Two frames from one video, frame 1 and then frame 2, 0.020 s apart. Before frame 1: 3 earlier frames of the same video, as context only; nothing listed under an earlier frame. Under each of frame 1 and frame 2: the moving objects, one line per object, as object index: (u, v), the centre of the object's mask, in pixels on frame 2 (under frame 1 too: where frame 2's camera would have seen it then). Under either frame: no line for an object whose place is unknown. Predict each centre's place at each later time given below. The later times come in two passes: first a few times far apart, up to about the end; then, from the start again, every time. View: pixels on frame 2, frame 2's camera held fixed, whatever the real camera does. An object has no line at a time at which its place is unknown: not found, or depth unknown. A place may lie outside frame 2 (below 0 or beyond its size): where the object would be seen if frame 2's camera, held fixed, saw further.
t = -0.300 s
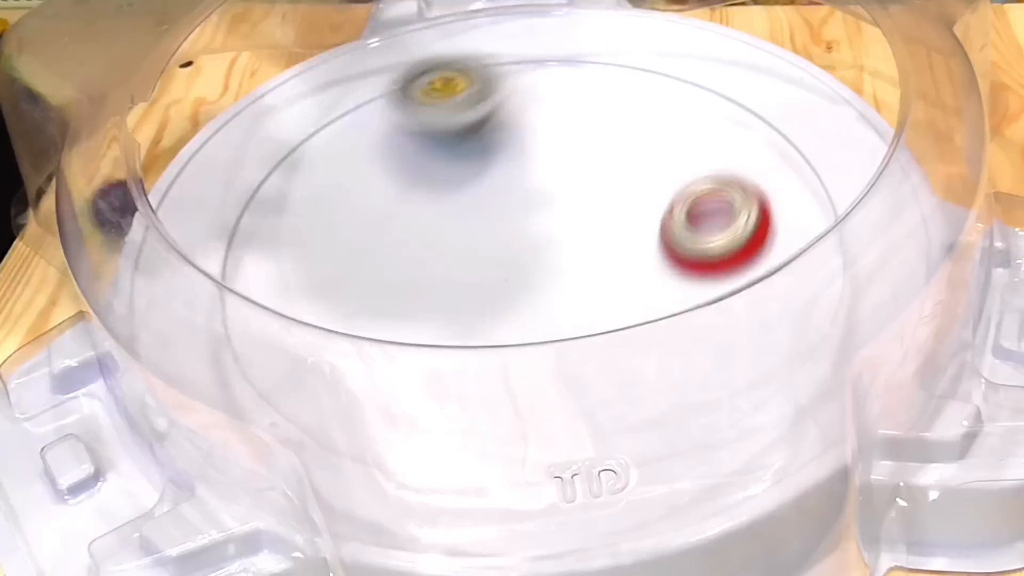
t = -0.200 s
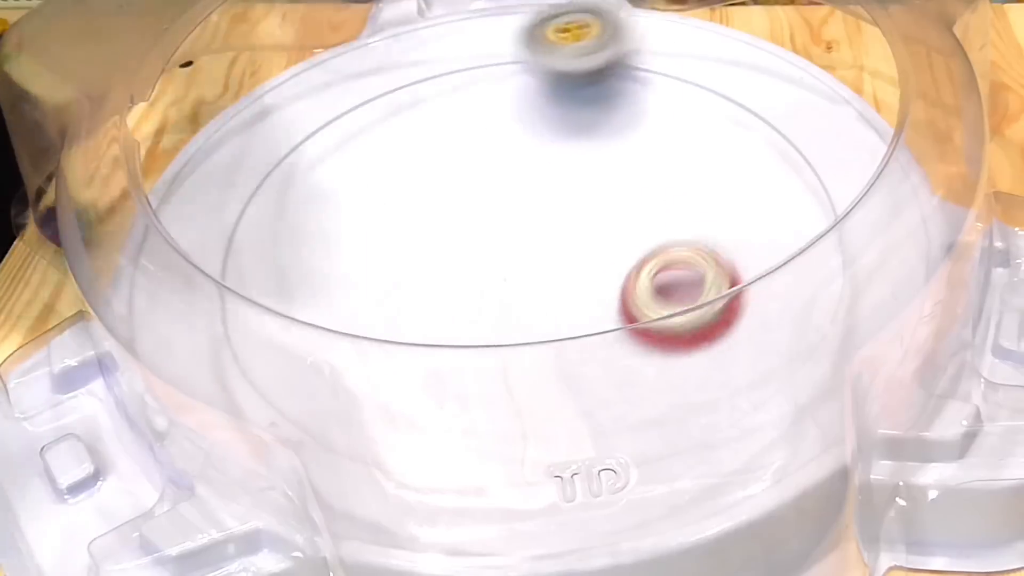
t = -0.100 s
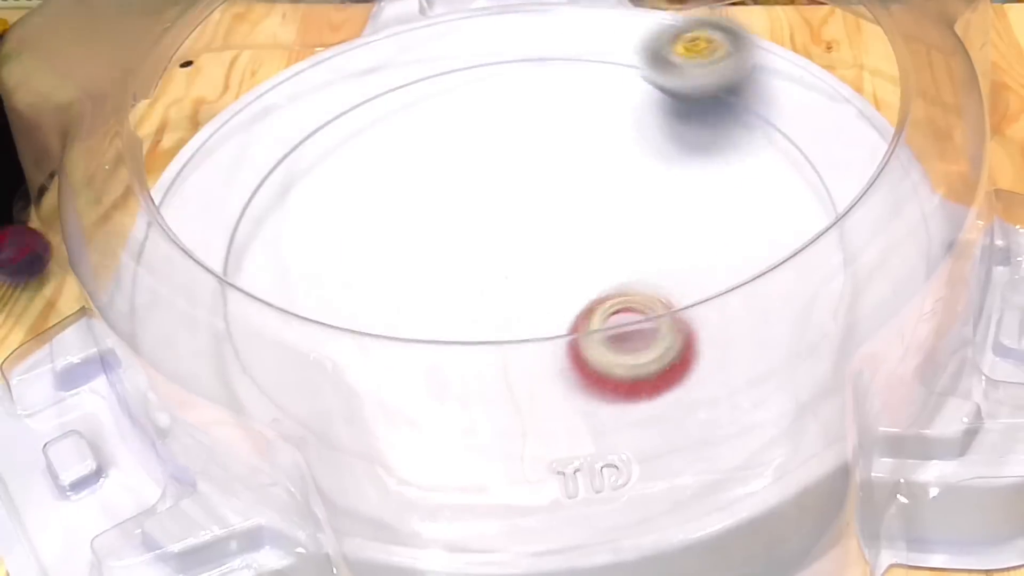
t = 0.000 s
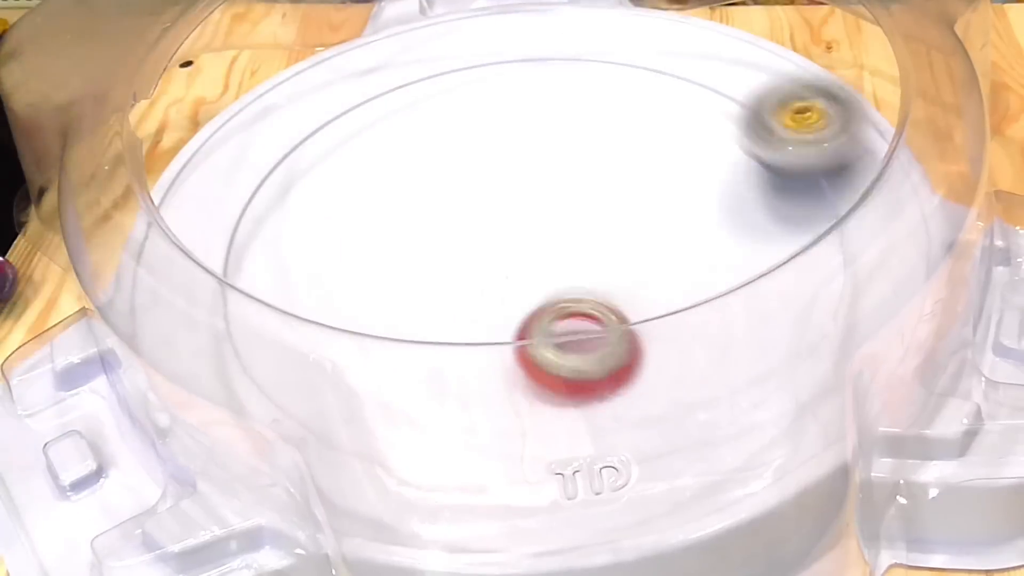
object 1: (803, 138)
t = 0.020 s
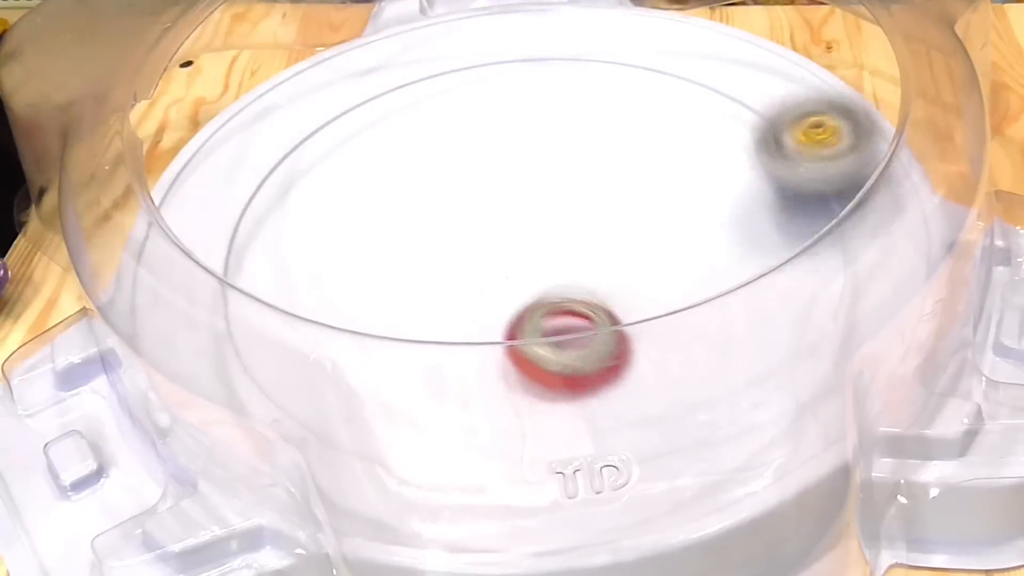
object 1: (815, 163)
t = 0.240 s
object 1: (612, 397)
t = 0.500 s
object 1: (266, 222)
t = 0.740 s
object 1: (495, 55)
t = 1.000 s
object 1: (795, 168)
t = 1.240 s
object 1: (587, 427)
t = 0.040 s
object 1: (817, 174)
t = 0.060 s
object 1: (827, 203)
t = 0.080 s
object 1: (831, 243)
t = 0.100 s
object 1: (826, 269)
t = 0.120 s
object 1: (812, 292)
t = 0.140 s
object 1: (793, 321)
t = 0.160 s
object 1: (768, 344)
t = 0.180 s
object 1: (733, 364)
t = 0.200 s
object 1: (690, 385)
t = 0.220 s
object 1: (654, 395)
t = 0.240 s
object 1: (612, 397)
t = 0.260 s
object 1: (561, 410)
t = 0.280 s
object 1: (515, 414)
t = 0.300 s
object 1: (466, 413)
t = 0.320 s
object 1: (438, 408)
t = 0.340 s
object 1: (389, 389)
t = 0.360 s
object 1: (362, 378)
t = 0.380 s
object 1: (327, 355)
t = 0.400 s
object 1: (302, 335)
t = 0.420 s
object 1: (288, 317)
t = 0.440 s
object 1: (286, 266)
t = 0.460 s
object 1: (275, 253)
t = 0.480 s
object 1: (268, 239)
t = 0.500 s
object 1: (266, 222)
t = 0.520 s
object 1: (269, 190)
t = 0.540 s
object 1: (275, 168)
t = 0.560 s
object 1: (283, 148)
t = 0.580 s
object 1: (296, 137)
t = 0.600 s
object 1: (310, 108)
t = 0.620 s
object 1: (328, 102)
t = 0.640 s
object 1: (353, 92)
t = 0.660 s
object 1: (380, 83)
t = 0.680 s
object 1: (408, 71)
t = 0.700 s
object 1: (435, 60)
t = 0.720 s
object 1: (466, 57)
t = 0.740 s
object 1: (495, 55)
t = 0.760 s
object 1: (527, 54)
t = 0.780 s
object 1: (556, 53)
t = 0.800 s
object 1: (587, 53)
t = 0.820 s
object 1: (614, 54)
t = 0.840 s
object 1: (645, 58)
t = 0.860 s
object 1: (671, 64)
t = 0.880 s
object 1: (697, 76)
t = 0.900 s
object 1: (720, 85)
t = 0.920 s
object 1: (738, 88)
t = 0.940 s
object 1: (757, 105)
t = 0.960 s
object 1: (773, 124)
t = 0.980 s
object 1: (784, 145)
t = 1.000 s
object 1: (795, 168)
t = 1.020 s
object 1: (799, 184)
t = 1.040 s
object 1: (810, 221)
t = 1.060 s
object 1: (811, 249)
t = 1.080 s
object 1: (808, 271)
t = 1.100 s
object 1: (798, 290)
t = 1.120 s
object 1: (783, 317)
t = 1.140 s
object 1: (763, 342)
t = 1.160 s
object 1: (735, 364)
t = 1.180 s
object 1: (701, 383)
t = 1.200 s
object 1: (667, 401)
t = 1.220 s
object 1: (631, 399)
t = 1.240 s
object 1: (587, 427)
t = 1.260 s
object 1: (547, 432)
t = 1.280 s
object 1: (505, 438)
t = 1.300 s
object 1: (457, 432)
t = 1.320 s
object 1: (424, 426)
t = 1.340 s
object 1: (385, 427)
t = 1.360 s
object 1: (339, 414)
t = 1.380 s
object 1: (313, 393)
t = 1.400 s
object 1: (290, 372)
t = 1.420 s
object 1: (271, 357)
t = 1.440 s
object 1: (251, 326)
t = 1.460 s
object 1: (254, 304)
